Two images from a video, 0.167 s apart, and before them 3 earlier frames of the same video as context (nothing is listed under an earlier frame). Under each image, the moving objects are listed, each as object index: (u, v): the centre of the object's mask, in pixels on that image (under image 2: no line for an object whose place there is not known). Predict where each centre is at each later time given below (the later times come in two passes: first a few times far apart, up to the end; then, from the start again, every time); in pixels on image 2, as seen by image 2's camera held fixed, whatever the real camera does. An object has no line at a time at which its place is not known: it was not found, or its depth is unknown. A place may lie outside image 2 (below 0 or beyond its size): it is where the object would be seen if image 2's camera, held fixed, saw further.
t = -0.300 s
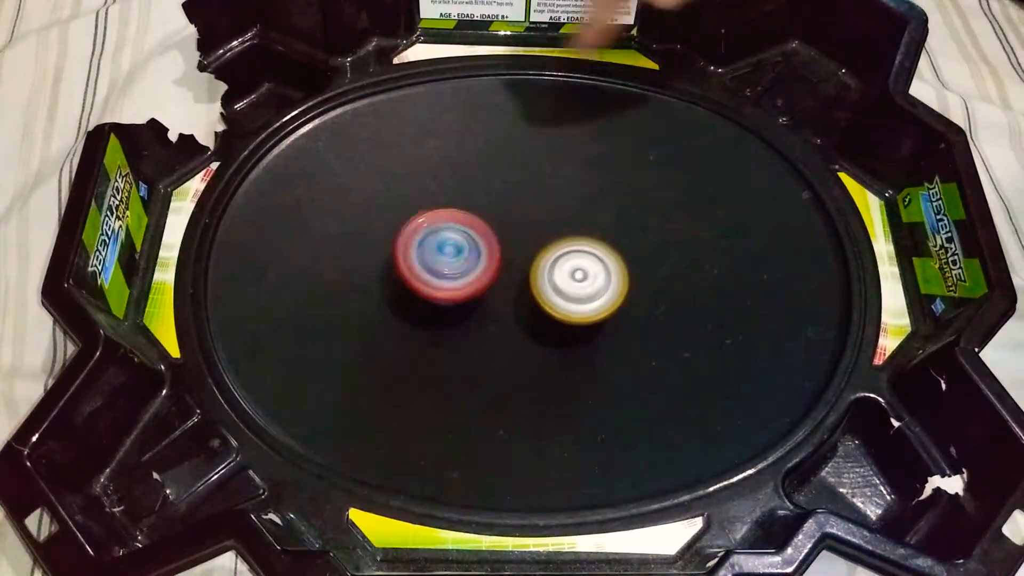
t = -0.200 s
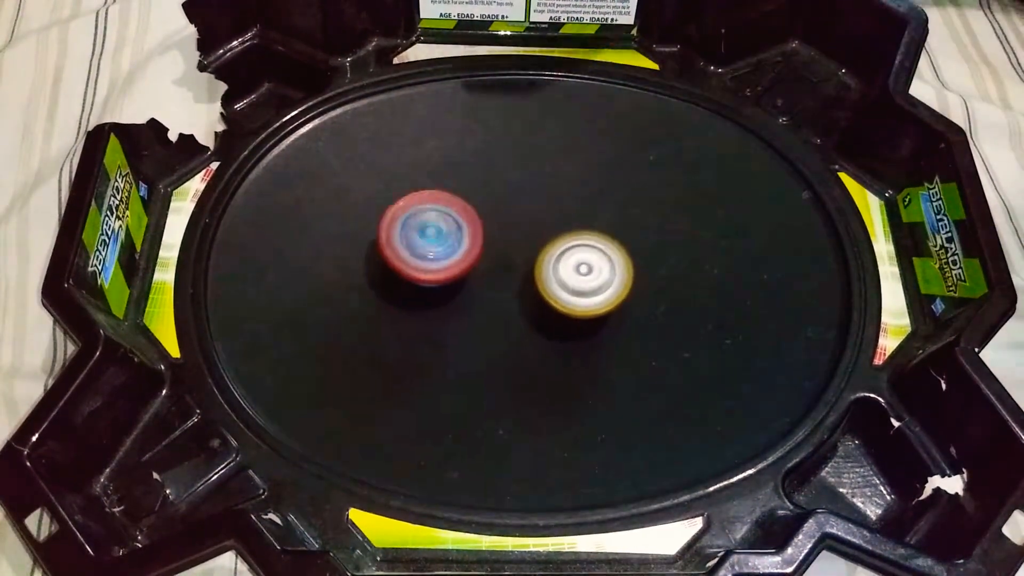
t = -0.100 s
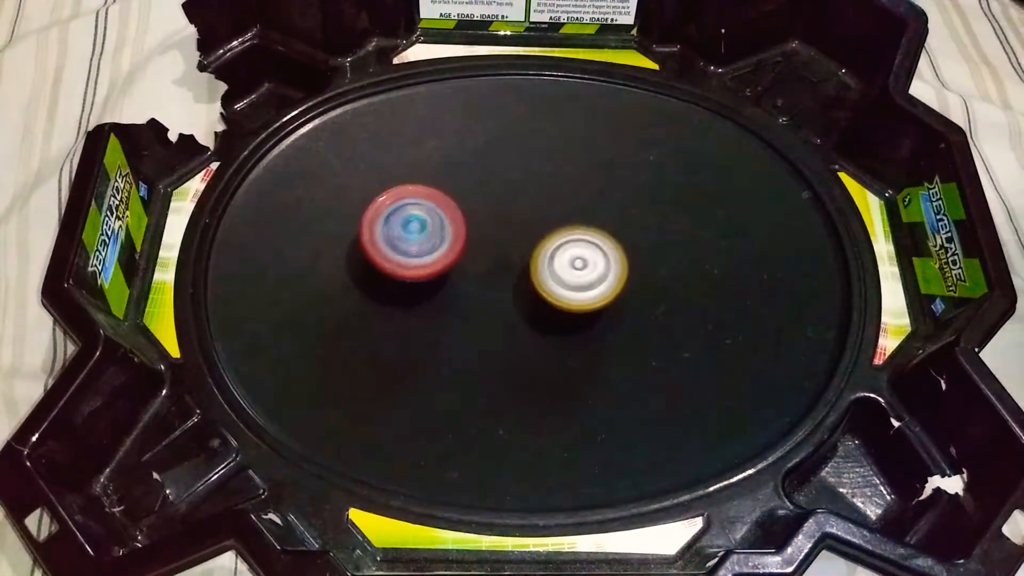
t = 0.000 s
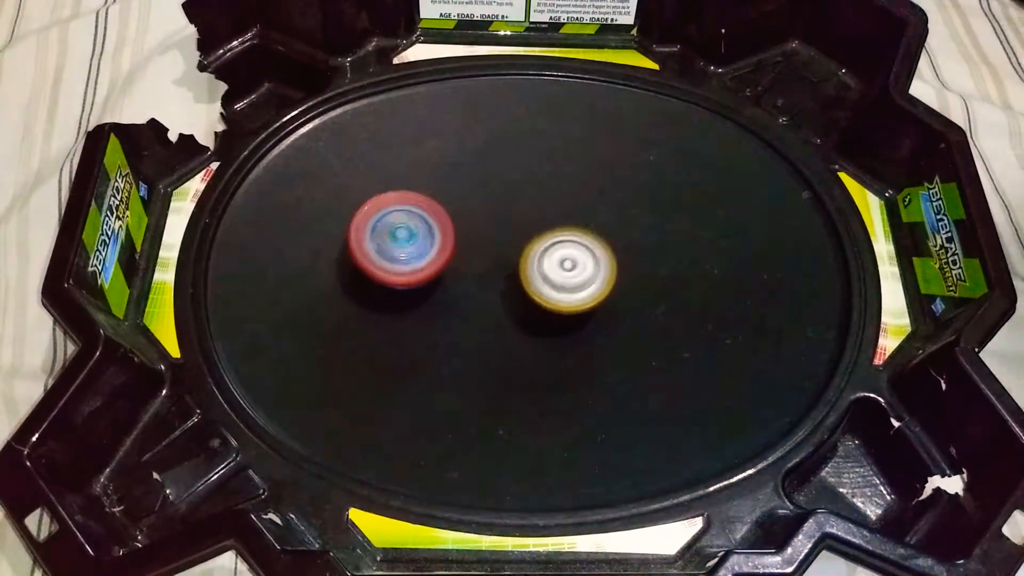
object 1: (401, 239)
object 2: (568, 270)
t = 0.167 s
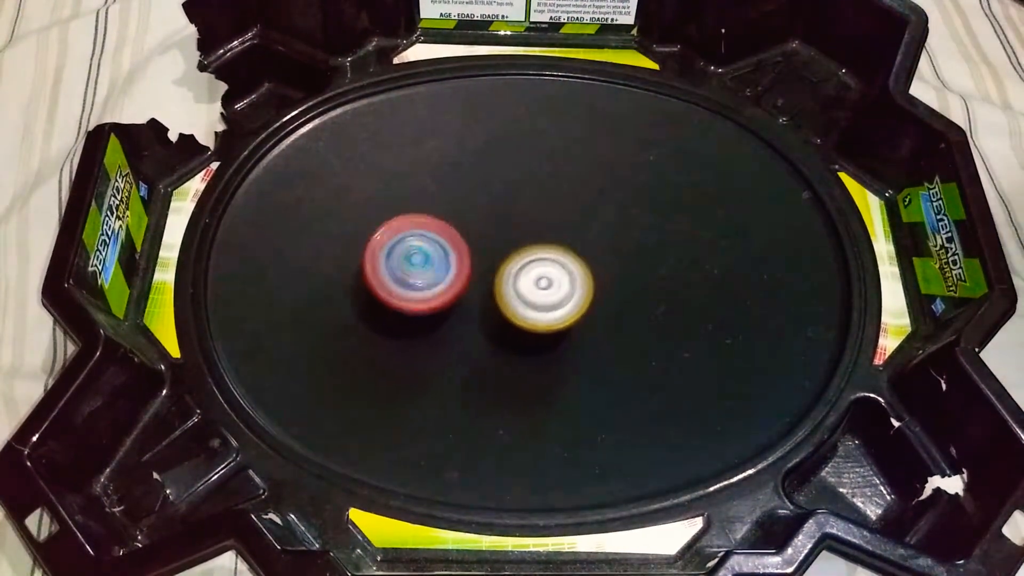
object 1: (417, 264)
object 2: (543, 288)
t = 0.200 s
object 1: (424, 269)
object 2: (537, 291)
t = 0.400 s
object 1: (448, 275)
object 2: (559, 321)
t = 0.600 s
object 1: (481, 264)
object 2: (578, 319)
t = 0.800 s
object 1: (487, 240)
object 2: (566, 304)
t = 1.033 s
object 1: (449, 243)
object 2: (529, 311)
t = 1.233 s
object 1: (424, 261)
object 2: (503, 329)
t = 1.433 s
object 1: (398, 258)
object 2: (510, 358)
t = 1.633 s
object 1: (410, 271)
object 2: (516, 344)
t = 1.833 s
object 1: (432, 258)
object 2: (516, 334)
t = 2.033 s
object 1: (444, 237)
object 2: (505, 316)
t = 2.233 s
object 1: (443, 216)
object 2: (492, 315)
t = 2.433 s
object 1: (454, 219)
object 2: (475, 325)
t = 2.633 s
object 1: (479, 222)
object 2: (477, 342)
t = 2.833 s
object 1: (515, 237)
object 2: (482, 333)
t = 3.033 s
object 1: (557, 230)
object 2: (467, 328)
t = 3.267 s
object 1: (566, 249)
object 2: (446, 302)
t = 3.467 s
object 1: (573, 287)
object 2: (427, 279)
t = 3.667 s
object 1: (563, 310)
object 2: (412, 264)
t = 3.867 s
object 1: (534, 322)
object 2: (412, 261)
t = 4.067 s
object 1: (499, 329)
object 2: (425, 253)
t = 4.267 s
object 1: (506, 352)
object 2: (424, 225)
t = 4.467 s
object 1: (507, 332)
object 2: (431, 224)
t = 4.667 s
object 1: (489, 311)
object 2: (452, 219)
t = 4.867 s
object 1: (480, 305)
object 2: (467, 210)
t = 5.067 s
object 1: (465, 313)
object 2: (496, 208)
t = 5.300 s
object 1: (461, 316)
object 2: (527, 222)
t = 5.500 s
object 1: (462, 299)
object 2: (560, 253)
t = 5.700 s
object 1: (463, 272)
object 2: (587, 288)
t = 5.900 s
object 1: (456, 251)
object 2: (596, 310)
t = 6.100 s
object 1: (452, 246)
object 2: (582, 321)
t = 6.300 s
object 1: (457, 259)
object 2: (538, 322)
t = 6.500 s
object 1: (430, 229)
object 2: (517, 356)
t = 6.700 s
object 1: (413, 228)
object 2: (486, 352)
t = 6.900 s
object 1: (425, 235)
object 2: (449, 352)
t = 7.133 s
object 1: (454, 223)
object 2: (442, 355)
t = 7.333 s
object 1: (489, 240)
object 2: (440, 323)
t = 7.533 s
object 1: (549, 244)
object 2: (414, 301)
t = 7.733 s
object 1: (584, 273)
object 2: (412, 269)
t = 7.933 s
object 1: (587, 310)
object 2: (421, 242)
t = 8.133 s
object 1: (554, 331)
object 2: (445, 232)
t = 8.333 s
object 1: (504, 325)
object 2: (481, 235)
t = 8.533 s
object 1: (456, 327)
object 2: (506, 205)
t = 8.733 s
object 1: (427, 296)
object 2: (527, 209)
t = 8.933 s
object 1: (427, 257)
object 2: (538, 241)
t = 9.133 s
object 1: (454, 231)
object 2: (543, 285)
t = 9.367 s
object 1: (496, 231)
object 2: (529, 333)
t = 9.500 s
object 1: (516, 244)
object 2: (513, 350)
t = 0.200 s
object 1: (424, 269)
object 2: (537, 291)
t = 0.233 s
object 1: (431, 271)
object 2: (536, 297)
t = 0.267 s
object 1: (434, 272)
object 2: (541, 304)
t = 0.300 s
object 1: (436, 273)
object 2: (545, 310)
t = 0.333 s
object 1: (440, 274)
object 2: (549, 314)
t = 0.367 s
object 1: (444, 275)
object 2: (554, 318)
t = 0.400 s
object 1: (448, 275)
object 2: (559, 321)
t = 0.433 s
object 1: (453, 275)
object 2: (563, 322)
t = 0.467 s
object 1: (460, 275)
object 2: (567, 323)
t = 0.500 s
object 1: (466, 273)
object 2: (571, 323)
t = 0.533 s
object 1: (472, 270)
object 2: (574, 323)
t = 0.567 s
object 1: (477, 267)
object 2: (577, 321)
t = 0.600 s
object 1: (481, 264)
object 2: (578, 319)
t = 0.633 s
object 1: (483, 260)
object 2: (579, 316)
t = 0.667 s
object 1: (486, 255)
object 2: (578, 314)
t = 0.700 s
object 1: (488, 251)
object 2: (577, 311)
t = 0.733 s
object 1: (488, 246)
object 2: (574, 308)
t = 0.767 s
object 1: (489, 242)
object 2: (570, 305)
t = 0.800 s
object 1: (487, 240)
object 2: (566, 304)
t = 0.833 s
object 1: (481, 237)
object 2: (563, 305)
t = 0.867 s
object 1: (475, 236)
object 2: (558, 305)
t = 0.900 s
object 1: (469, 235)
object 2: (553, 305)
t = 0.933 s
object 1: (463, 237)
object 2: (547, 305)
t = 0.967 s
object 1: (459, 239)
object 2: (541, 306)
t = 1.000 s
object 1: (454, 242)
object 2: (534, 307)
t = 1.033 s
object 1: (449, 243)
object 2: (529, 311)
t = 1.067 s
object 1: (442, 244)
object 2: (524, 315)
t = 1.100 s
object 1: (436, 246)
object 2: (519, 318)
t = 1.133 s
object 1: (432, 248)
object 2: (514, 321)
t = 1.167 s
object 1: (428, 252)
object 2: (509, 324)
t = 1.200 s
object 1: (426, 257)
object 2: (505, 326)
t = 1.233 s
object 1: (424, 261)
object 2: (503, 329)
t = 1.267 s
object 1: (419, 260)
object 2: (503, 338)
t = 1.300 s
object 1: (413, 258)
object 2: (504, 344)
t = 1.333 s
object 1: (408, 257)
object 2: (504, 350)
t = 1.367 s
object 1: (404, 257)
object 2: (505, 353)
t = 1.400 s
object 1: (400, 257)
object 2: (508, 356)
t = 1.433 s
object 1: (398, 258)
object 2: (510, 358)
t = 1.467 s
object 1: (398, 260)
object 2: (512, 358)
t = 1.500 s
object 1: (398, 262)
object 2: (513, 357)
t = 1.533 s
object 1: (399, 264)
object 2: (514, 354)
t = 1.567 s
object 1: (401, 266)
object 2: (515, 352)
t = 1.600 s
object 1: (405, 269)
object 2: (516, 348)
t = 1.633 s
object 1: (410, 271)
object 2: (516, 344)
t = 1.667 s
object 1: (416, 273)
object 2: (514, 339)
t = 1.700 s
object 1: (422, 275)
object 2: (511, 334)
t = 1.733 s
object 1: (426, 272)
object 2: (514, 336)
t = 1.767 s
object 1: (428, 267)
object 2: (516, 337)
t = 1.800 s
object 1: (430, 262)
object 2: (516, 336)
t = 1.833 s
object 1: (432, 258)
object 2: (516, 334)
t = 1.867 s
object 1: (434, 255)
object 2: (516, 331)
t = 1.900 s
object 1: (436, 251)
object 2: (515, 328)
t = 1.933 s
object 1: (439, 248)
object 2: (513, 324)
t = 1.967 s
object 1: (441, 245)
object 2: (510, 320)
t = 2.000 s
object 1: (443, 241)
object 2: (508, 318)
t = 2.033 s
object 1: (444, 237)
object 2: (505, 316)
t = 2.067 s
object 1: (444, 231)
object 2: (503, 316)
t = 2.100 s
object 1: (444, 226)
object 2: (501, 316)
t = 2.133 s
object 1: (444, 222)
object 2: (499, 316)
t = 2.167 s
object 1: (443, 218)
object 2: (497, 316)
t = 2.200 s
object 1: (443, 217)
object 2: (494, 316)
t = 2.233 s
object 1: (443, 216)
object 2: (492, 315)
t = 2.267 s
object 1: (443, 215)
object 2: (490, 315)
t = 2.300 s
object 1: (444, 216)
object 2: (487, 315)
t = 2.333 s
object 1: (445, 218)
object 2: (485, 314)
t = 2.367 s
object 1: (447, 221)
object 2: (481, 314)
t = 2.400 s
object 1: (451, 221)
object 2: (478, 318)
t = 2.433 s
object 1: (454, 219)
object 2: (475, 325)
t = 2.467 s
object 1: (458, 217)
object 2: (474, 330)
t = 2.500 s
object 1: (462, 216)
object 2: (474, 334)
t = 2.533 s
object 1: (466, 216)
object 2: (473, 337)
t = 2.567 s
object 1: (470, 217)
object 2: (475, 339)
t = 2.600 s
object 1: (475, 220)
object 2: (476, 341)
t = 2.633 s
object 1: (479, 222)
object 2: (477, 342)
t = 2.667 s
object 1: (484, 224)
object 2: (479, 341)
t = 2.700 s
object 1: (489, 227)
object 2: (482, 340)
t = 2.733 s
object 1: (493, 231)
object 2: (483, 338)
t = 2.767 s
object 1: (499, 235)
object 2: (484, 335)
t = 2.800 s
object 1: (505, 238)
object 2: (484, 331)
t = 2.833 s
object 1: (515, 237)
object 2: (482, 333)
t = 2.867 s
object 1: (525, 235)
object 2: (479, 334)
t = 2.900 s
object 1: (534, 232)
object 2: (476, 333)
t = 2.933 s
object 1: (542, 231)
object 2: (474, 332)
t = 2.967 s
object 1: (548, 231)
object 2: (472, 331)
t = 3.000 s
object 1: (553, 230)
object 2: (470, 329)
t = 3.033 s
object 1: (557, 230)
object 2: (467, 328)
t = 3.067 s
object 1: (559, 230)
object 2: (465, 325)
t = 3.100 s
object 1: (561, 231)
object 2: (462, 322)
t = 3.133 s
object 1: (562, 233)
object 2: (460, 318)
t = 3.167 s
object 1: (563, 235)
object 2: (457, 315)
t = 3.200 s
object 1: (563, 239)
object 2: (453, 311)
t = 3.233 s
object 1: (564, 243)
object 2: (450, 307)
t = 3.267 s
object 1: (566, 249)
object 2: (446, 302)
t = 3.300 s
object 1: (569, 256)
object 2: (443, 298)
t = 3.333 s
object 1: (570, 263)
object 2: (440, 294)
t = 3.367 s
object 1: (570, 271)
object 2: (436, 290)
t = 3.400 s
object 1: (570, 277)
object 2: (433, 286)
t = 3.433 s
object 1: (572, 282)
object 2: (430, 282)
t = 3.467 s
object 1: (573, 287)
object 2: (427, 279)
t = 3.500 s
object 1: (573, 291)
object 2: (424, 276)
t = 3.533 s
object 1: (573, 296)
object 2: (421, 273)
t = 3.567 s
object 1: (572, 300)
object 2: (418, 270)
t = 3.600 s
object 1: (569, 303)
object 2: (415, 268)
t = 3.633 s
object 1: (566, 307)
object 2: (413, 266)
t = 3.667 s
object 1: (563, 310)
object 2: (412, 264)
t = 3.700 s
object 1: (559, 313)
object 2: (410, 263)
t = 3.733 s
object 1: (555, 315)
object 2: (409, 262)
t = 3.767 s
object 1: (551, 318)
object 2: (409, 262)
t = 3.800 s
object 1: (546, 320)
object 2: (409, 261)
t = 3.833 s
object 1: (540, 322)
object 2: (410, 261)
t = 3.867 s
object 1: (534, 322)
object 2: (412, 261)
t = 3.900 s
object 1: (528, 323)
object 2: (413, 262)
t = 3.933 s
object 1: (521, 323)
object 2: (415, 262)
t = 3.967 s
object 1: (513, 322)
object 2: (418, 262)
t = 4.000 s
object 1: (506, 322)
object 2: (422, 262)
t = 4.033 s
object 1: (501, 323)
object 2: (425, 260)
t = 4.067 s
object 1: (499, 329)
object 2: (425, 253)
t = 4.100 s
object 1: (500, 336)
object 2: (425, 245)
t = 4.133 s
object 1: (501, 341)
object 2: (425, 239)
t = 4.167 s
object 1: (502, 346)
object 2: (425, 235)
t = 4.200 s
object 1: (504, 349)
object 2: (425, 231)
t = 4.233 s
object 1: (505, 351)
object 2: (425, 227)
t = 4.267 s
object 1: (506, 352)
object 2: (424, 225)
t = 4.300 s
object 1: (508, 352)
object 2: (424, 222)
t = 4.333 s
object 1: (509, 351)
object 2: (425, 221)
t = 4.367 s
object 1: (510, 347)
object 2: (425, 220)
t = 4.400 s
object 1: (510, 343)
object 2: (427, 221)
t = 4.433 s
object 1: (509, 338)
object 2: (429, 222)
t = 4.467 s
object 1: (507, 332)
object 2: (431, 224)
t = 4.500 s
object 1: (504, 325)
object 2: (435, 227)
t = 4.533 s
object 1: (501, 318)
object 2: (438, 230)
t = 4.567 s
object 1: (497, 311)
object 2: (442, 232)
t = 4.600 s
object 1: (493, 311)
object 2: (446, 229)
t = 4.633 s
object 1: (491, 312)
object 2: (449, 223)
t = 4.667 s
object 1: (489, 311)
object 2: (452, 219)
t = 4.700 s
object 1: (487, 311)
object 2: (454, 215)
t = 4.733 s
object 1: (485, 311)
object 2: (457, 213)
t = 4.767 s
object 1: (483, 310)
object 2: (459, 211)
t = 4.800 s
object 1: (482, 309)
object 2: (462, 210)
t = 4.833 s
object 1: (481, 308)
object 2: (465, 210)
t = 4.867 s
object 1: (480, 305)
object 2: (467, 210)
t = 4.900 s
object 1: (477, 303)
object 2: (471, 211)
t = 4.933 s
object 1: (475, 302)
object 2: (474, 212)
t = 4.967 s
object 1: (471, 304)
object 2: (480, 210)
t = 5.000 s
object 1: (469, 308)
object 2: (485, 208)
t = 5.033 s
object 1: (467, 311)
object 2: (491, 208)
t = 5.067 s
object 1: (465, 313)
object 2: (496, 208)
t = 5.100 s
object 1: (464, 315)
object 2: (501, 208)
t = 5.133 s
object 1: (463, 317)
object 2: (506, 209)
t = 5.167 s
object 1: (463, 318)
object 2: (510, 210)
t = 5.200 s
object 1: (462, 318)
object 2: (514, 212)
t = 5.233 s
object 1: (462, 318)
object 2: (519, 215)
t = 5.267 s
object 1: (461, 317)
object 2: (523, 218)
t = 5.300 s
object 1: (461, 316)
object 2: (527, 222)
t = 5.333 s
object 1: (462, 314)
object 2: (532, 226)
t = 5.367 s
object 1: (461, 312)
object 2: (537, 231)
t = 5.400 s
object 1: (462, 310)
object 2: (542, 236)
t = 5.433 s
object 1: (462, 307)
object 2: (547, 241)
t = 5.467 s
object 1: (463, 304)
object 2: (554, 246)
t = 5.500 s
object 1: (462, 299)
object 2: (560, 253)
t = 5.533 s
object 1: (463, 296)
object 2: (566, 260)
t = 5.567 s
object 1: (463, 291)
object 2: (571, 267)
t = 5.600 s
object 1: (463, 287)
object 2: (574, 274)
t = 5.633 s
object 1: (462, 282)
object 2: (579, 279)
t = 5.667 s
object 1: (463, 278)
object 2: (583, 284)
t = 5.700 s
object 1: (463, 272)
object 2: (587, 288)
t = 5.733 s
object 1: (462, 269)
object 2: (591, 292)
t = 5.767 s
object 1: (461, 264)
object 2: (593, 297)
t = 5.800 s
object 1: (459, 260)
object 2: (595, 301)
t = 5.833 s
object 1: (459, 256)
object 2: (595, 304)
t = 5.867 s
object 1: (457, 253)
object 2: (595, 307)
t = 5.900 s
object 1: (456, 251)
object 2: (596, 310)
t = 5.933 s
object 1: (454, 249)
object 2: (595, 313)
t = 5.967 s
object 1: (454, 247)
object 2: (594, 315)
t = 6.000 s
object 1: (453, 247)
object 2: (592, 317)
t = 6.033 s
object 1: (453, 246)
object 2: (589, 319)
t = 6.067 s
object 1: (451, 246)
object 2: (586, 320)
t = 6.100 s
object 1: (452, 246)
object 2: (582, 321)
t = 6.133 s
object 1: (452, 248)
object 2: (576, 321)
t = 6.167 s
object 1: (452, 249)
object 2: (569, 322)
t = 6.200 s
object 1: (452, 250)
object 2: (562, 322)
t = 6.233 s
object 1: (453, 253)
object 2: (555, 322)
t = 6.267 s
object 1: (455, 256)
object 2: (547, 322)
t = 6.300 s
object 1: (457, 259)
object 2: (538, 322)
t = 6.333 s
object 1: (456, 255)
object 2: (536, 333)
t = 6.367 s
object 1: (449, 248)
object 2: (533, 342)
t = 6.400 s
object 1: (445, 243)
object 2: (530, 347)
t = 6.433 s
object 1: (439, 237)
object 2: (526, 351)
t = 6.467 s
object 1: (435, 233)
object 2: (522, 354)
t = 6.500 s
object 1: (430, 229)
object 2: (517, 356)
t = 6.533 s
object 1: (426, 226)
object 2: (512, 358)
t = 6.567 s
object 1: (422, 225)
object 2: (507, 358)
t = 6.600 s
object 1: (419, 224)
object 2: (501, 358)
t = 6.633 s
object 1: (416, 225)
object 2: (496, 357)
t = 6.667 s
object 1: (414, 225)
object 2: (490, 355)
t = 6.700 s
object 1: (413, 228)
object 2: (486, 352)
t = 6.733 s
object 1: (413, 231)
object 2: (481, 349)
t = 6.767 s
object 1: (414, 234)
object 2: (475, 344)
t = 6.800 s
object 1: (416, 239)
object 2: (469, 340)
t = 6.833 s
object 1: (419, 244)
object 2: (462, 335)
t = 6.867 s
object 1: (424, 241)
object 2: (455, 343)
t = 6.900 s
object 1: (425, 235)
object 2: (449, 352)
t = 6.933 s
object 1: (429, 231)
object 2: (446, 356)
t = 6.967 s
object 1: (432, 228)
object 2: (445, 359)
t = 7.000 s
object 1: (435, 226)
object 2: (445, 359)
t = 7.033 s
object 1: (439, 224)
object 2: (445, 359)
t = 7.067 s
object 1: (444, 222)
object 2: (445, 358)
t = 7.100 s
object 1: (448, 223)
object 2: (443, 357)
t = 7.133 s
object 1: (454, 223)
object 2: (442, 355)
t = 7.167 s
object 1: (459, 223)
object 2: (442, 352)
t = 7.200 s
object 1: (465, 226)
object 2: (443, 348)
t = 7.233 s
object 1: (472, 229)
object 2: (444, 342)
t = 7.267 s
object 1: (477, 231)
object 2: (444, 336)
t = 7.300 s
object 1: (483, 235)
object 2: (442, 329)
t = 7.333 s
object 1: (489, 240)
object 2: (440, 323)
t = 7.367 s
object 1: (503, 241)
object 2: (433, 324)
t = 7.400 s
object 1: (514, 239)
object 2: (428, 321)
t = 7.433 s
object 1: (524, 240)
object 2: (425, 316)
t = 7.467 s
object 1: (532, 241)
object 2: (420, 310)
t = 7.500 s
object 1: (541, 242)
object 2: (416, 306)
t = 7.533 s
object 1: (549, 244)
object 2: (414, 301)
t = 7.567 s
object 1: (558, 248)
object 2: (414, 297)
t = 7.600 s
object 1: (564, 252)
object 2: (413, 290)
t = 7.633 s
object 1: (571, 257)
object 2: (410, 284)
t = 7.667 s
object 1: (576, 263)
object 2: (409, 279)
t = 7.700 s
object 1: (580, 268)
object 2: (410, 275)
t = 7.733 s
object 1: (584, 273)
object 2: (412, 269)
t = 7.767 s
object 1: (587, 279)
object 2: (412, 263)
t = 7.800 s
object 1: (590, 285)
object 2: (412, 258)
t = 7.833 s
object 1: (591, 292)
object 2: (413, 255)
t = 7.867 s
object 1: (590, 299)
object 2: (417, 251)
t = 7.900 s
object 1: (589, 304)
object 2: (420, 246)
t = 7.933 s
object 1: (587, 310)
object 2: (421, 242)
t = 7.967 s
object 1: (584, 315)
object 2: (423, 240)
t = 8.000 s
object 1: (579, 320)
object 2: (428, 238)
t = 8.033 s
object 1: (575, 324)
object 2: (434, 236)
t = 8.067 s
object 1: (568, 327)
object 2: (438, 232)
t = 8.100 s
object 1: (561, 329)
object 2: (440, 231)
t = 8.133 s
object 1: (554, 331)
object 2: (445, 232)
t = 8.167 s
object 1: (546, 331)
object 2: (452, 233)
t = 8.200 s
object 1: (538, 331)
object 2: (458, 232)
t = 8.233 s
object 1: (529, 329)
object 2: (462, 232)
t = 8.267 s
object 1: (521, 327)
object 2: (466, 235)
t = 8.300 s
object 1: (512, 324)
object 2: (473, 238)
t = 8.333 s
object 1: (504, 325)
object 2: (481, 235)
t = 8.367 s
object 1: (494, 329)
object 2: (486, 221)
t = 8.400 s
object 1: (486, 331)
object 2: (490, 217)
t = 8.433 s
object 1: (478, 331)
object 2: (496, 214)
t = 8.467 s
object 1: (470, 331)
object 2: (501, 210)
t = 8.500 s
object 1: (463, 329)
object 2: (504, 206)
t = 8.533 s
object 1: (456, 327)
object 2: (506, 205)
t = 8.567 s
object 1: (450, 323)
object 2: (511, 204)
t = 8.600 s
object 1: (444, 319)
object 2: (516, 203)
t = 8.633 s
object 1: (438, 314)
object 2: (517, 202)
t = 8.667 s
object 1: (434, 309)
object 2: (519, 205)
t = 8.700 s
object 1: (430, 302)
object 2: (524, 208)
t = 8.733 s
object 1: (427, 296)
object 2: (527, 209)
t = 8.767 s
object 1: (426, 289)
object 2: (528, 213)
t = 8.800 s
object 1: (425, 283)
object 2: (529, 218)
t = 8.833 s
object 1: (425, 277)
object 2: (533, 223)
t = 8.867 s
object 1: (425, 270)
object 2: (535, 228)
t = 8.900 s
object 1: (426, 264)
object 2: (535, 234)
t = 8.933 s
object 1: (427, 257)
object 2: (538, 241)
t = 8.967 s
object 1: (430, 251)
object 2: (543, 247)
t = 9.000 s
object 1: (434, 246)
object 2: (545, 253)
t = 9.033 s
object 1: (439, 242)
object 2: (544, 261)
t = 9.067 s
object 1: (445, 238)
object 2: (544, 269)
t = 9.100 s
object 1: (449, 234)
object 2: (545, 277)
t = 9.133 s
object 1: (454, 231)
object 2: (543, 285)
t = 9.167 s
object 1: (459, 228)
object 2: (539, 294)
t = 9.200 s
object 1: (465, 226)
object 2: (539, 301)
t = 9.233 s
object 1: (470, 225)
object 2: (538, 307)
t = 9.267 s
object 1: (477, 225)
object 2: (536, 314)
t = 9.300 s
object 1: (484, 226)
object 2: (532, 322)
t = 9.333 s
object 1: (489, 228)
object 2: (530, 328)
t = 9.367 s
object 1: (496, 231)
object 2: (529, 333)
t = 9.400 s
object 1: (500, 234)
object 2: (524, 339)
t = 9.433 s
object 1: (505, 237)
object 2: (520, 344)
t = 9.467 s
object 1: (509, 240)
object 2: (518, 347)
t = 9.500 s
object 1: (516, 244)
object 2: (513, 350)
